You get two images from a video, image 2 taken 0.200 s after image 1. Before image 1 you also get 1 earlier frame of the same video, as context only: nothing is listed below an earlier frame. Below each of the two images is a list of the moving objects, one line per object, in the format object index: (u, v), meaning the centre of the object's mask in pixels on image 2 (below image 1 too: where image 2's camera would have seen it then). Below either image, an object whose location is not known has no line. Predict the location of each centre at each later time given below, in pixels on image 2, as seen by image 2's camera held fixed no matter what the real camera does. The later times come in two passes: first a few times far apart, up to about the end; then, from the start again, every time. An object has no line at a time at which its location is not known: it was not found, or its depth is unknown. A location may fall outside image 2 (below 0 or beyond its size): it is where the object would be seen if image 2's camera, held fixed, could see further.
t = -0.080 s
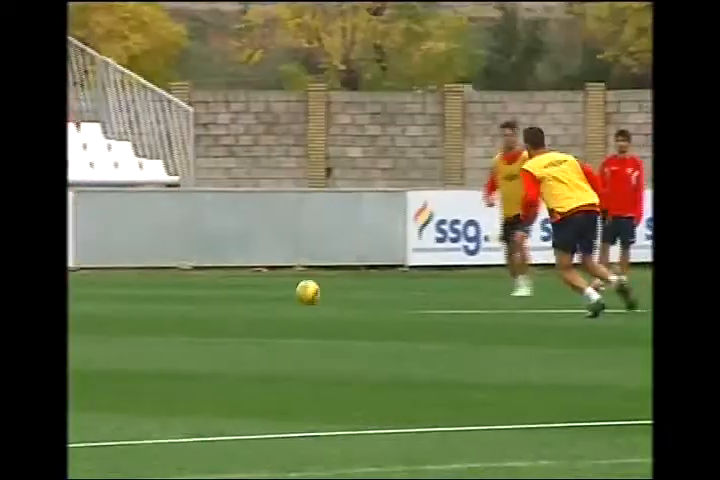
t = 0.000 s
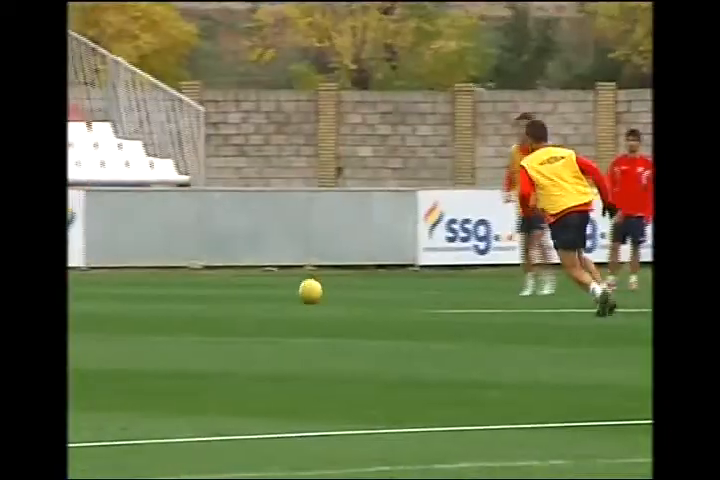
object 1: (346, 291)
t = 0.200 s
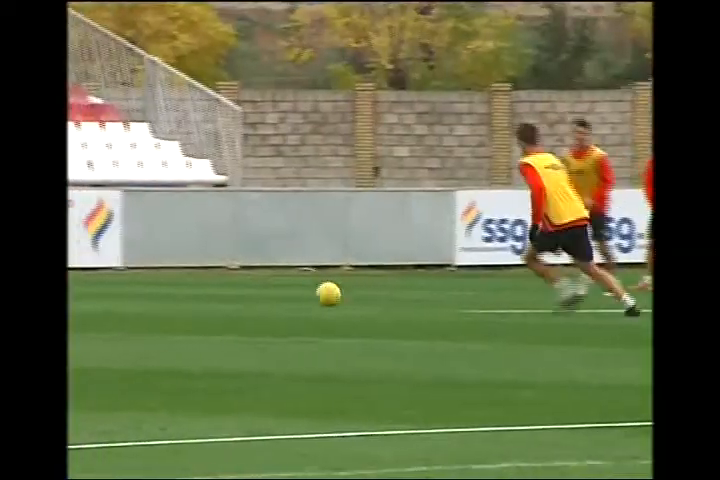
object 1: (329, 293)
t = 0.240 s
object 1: (324, 294)
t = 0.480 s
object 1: (302, 295)
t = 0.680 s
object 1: (280, 297)
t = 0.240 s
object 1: (324, 294)
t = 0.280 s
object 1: (321, 292)
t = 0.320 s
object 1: (317, 291)
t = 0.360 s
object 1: (314, 293)
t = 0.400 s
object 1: (310, 295)
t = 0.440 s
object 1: (306, 296)
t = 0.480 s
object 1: (302, 295)
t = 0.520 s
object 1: (297, 296)
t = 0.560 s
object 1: (293, 297)
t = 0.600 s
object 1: (289, 297)
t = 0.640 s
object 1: (284, 296)
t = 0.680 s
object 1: (280, 297)
